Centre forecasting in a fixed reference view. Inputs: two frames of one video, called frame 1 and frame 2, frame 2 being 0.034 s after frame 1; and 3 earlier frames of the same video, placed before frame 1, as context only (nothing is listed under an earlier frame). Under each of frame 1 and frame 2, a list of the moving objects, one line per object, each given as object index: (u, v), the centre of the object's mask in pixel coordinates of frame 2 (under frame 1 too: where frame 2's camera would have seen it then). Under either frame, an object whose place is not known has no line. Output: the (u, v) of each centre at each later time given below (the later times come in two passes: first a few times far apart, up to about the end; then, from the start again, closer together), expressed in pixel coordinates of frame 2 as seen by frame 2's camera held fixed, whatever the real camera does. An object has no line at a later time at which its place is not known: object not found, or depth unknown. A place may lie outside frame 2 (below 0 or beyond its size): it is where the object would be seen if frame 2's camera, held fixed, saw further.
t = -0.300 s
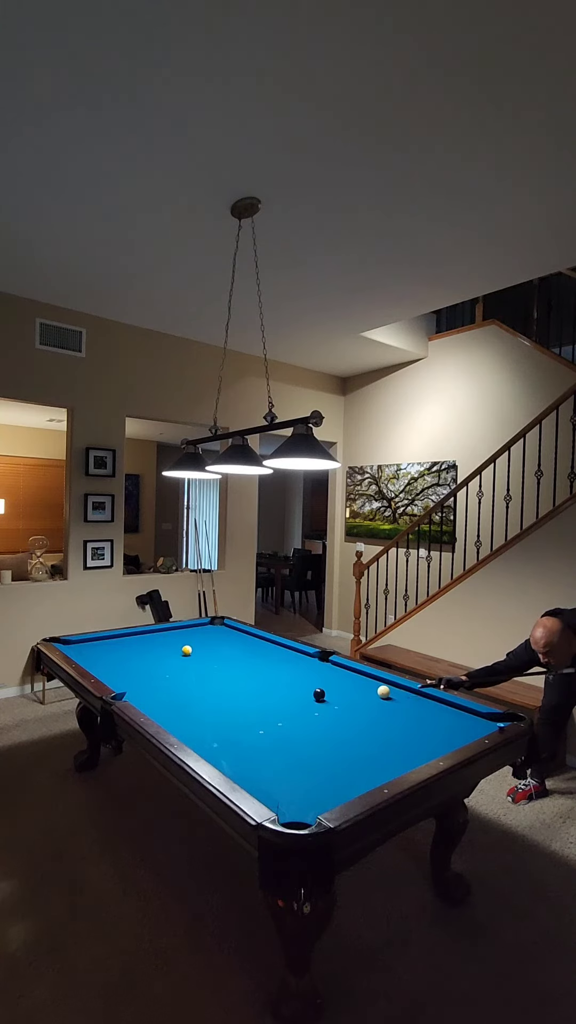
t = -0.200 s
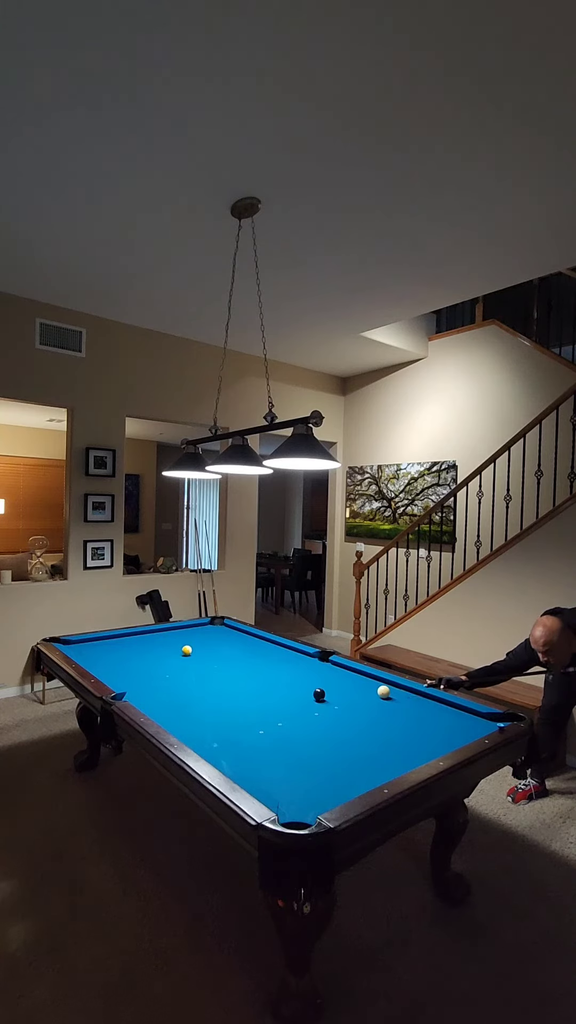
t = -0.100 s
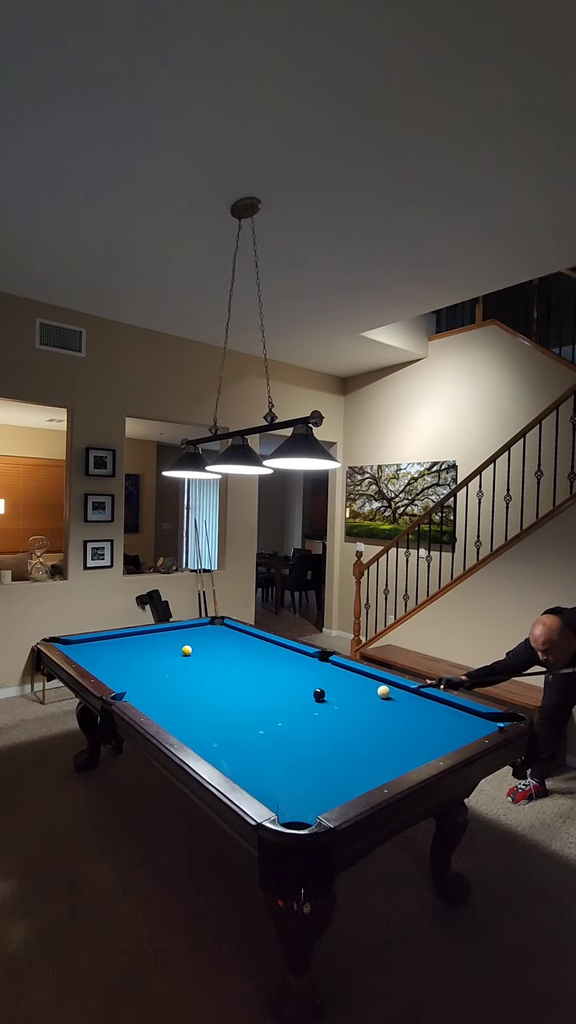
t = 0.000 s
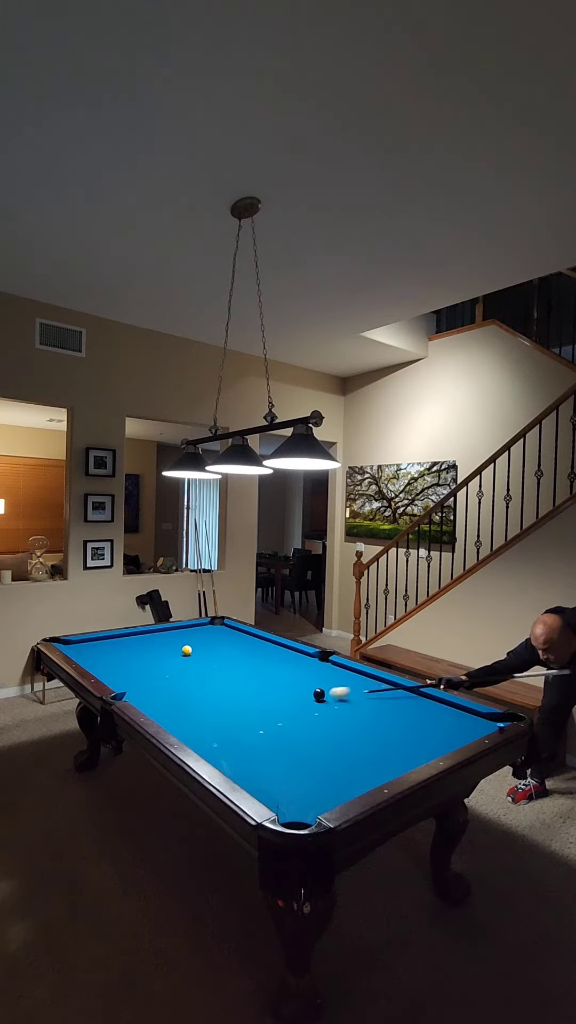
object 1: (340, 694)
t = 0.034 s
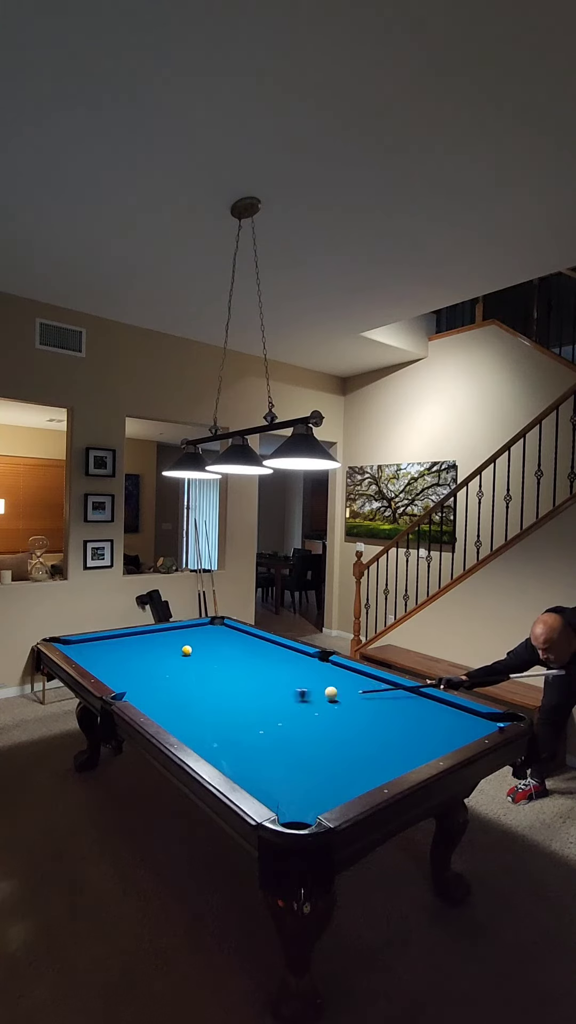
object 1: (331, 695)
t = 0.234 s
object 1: (324, 699)
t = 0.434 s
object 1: (299, 704)
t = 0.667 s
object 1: (265, 708)
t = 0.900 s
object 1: (230, 713)
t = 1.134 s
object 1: (193, 719)
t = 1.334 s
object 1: (176, 718)
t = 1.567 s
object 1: (187, 710)
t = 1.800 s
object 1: (196, 703)
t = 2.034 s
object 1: (204, 696)
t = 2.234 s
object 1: (211, 692)
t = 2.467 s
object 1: (217, 686)
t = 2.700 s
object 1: (223, 682)
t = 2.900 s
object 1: (228, 678)
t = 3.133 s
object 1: (233, 675)
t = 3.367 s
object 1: (237, 671)
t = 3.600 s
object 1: (240, 668)
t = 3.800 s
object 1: (242, 666)
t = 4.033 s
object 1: (244, 664)
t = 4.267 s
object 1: (246, 662)
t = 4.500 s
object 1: (247, 660)
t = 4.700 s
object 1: (249, 659)
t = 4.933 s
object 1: (250, 657)
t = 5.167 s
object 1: (251, 656)
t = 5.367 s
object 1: (251, 656)
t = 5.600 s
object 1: (252, 655)
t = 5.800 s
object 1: (252, 655)
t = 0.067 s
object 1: (331, 695)
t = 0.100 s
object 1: (331, 697)
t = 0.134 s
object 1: (330, 697)
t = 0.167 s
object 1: (329, 698)
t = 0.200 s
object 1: (327, 699)
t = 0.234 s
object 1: (324, 699)
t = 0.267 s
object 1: (321, 700)
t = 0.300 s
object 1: (318, 701)
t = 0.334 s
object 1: (314, 701)
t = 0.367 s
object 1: (309, 702)
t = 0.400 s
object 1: (304, 703)
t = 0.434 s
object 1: (299, 704)
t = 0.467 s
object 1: (294, 704)
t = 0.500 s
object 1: (289, 705)
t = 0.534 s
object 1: (285, 706)
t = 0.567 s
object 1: (280, 706)
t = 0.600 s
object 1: (275, 707)
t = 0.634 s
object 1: (270, 708)
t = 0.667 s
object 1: (265, 708)
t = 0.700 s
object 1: (260, 709)
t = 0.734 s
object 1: (255, 710)
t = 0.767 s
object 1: (250, 711)
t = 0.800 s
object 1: (245, 711)
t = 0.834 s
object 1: (240, 712)
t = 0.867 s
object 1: (235, 713)
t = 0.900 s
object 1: (230, 713)
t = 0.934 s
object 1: (225, 714)
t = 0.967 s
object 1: (219, 715)
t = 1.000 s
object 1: (214, 716)
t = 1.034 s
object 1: (209, 716)
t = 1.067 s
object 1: (204, 717)
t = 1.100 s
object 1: (199, 718)
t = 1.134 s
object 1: (193, 719)
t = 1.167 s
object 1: (189, 719)
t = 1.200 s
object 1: (183, 720)
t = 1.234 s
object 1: (179, 719)
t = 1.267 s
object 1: (174, 718)
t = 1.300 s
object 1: (174, 718)
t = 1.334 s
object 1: (176, 718)
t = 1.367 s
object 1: (178, 717)
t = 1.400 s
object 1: (179, 716)
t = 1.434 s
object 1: (180, 715)
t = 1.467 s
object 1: (182, 714)
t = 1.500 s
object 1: (184, 712)
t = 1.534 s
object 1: (185, 711)
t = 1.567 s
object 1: (187, 710)
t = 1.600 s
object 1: (188, 709)
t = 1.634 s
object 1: (189, 708)
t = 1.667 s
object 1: (191, 707)
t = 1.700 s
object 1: (192, 705)
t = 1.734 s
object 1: (193, 704)
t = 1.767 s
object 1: (195, 704)
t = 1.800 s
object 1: (196, 703)
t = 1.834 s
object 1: (197, 702)
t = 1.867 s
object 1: (198, 701)
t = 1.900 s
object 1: (200, 700)
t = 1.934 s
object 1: (201, 699)
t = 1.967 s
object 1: (202, 698)
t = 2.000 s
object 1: (203, 697)
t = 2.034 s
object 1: (204, 696)
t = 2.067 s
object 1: (205, 696)
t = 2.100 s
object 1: (206, 695)
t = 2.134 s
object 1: (207, 694)
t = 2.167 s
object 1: (208, 693)
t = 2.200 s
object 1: (210, 692)
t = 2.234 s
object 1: (211, 692)
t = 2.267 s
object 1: (212, 691)
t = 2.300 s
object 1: (213, 690)
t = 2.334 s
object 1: (214, 689)
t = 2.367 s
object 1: (215, 689)
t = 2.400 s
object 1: (216, 688)
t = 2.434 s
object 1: (217, 687)
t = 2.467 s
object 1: (217, 686)
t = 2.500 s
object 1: (218, 686)
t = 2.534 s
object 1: (219, 685)
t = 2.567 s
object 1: (220, 684)
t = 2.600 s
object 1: (221, 684)
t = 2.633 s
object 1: (222, 683)
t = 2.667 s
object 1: (222, 682)
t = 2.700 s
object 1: (223, 682)
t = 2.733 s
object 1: (224, 681)
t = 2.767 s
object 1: (225, 681)
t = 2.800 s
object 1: (226, 680)
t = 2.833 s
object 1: (226, 679)
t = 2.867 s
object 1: (227, 679)
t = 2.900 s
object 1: (228, 678)
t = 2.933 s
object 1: (229, 678)
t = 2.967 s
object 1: (229, 677)
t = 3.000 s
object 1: (230, 677)
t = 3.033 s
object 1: (231, 676)
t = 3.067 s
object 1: (231, 676)
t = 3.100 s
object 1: (232, 675)
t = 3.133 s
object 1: (233, 675)
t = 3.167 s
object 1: (233, 674)
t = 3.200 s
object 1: (234, 674)
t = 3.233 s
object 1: (234, 673)
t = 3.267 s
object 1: (235, 673)
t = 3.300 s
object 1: (235, 672)
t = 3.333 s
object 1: (236, 672)
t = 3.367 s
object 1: (237, 671)
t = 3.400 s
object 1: (237, 671)
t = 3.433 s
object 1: (237, 670)
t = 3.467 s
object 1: (238, 670)
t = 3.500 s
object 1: (238, 670)
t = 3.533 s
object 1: (239, 669)
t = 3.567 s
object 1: (239, 669)
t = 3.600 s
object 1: (240, 668)
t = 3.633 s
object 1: (240, 668)
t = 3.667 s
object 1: (240, 668)
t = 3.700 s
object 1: (241, 667)
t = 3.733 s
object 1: (241, 667)
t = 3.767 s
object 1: (242, 667)
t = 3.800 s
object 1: (242, 666)
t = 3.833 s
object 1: (242, 666)
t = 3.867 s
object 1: (243, 665)
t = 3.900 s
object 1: (243, 665)
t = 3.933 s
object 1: (243, 665)
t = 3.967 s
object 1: (244, 664)
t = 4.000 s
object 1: (244, 664)
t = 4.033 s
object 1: (244, 664)
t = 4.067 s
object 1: (245, 663)
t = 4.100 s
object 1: (245, 663)
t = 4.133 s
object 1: (245, 663)
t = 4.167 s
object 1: (245, 663)
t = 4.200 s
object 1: (246, 662)
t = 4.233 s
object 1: (246, 662)
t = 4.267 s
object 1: (246, 662)
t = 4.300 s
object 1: (246, 662)
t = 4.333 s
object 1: (246, 661)
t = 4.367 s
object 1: (247, 661)
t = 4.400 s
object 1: (247, 661)
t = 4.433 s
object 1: (247, 660)
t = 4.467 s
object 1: (247, 660)
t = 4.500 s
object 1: (247, 660)
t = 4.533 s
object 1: (248, 660)
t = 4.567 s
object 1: (248, 660)
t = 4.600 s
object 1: (248, 659)
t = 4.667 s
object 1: (248, 659)
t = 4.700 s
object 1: (249, 659)
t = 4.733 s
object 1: (249, 658)
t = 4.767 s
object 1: (249, 658)
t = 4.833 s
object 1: (249, 658)
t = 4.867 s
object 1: (249, 658)
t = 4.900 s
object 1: (249, 658)
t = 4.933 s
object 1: (250, 657)
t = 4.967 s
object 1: (250, 657)
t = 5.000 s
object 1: (250, 657)
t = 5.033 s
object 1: (250, 657)
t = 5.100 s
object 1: (250, 657)
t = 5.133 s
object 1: (251, 657)
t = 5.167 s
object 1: (251, 656)
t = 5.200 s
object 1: (251, 656)
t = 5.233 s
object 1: (251, 656)
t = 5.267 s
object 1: (251, 656)
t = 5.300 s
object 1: (251, 656)
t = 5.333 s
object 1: (251, 656)
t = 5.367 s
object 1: (251, 656)
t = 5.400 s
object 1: (252, 656)
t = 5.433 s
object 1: (252, 656)
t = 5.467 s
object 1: (252, 656)
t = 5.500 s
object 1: (252, 656)
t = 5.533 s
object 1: (252, 656)
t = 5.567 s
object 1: (252, 655)
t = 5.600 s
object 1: (252, 655)
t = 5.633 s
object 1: (252, 655)
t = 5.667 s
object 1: (252, 655)
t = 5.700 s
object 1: (252, 655)
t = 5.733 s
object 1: (252, 655)
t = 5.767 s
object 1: (252, 655)
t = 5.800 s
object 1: (252, 655)
